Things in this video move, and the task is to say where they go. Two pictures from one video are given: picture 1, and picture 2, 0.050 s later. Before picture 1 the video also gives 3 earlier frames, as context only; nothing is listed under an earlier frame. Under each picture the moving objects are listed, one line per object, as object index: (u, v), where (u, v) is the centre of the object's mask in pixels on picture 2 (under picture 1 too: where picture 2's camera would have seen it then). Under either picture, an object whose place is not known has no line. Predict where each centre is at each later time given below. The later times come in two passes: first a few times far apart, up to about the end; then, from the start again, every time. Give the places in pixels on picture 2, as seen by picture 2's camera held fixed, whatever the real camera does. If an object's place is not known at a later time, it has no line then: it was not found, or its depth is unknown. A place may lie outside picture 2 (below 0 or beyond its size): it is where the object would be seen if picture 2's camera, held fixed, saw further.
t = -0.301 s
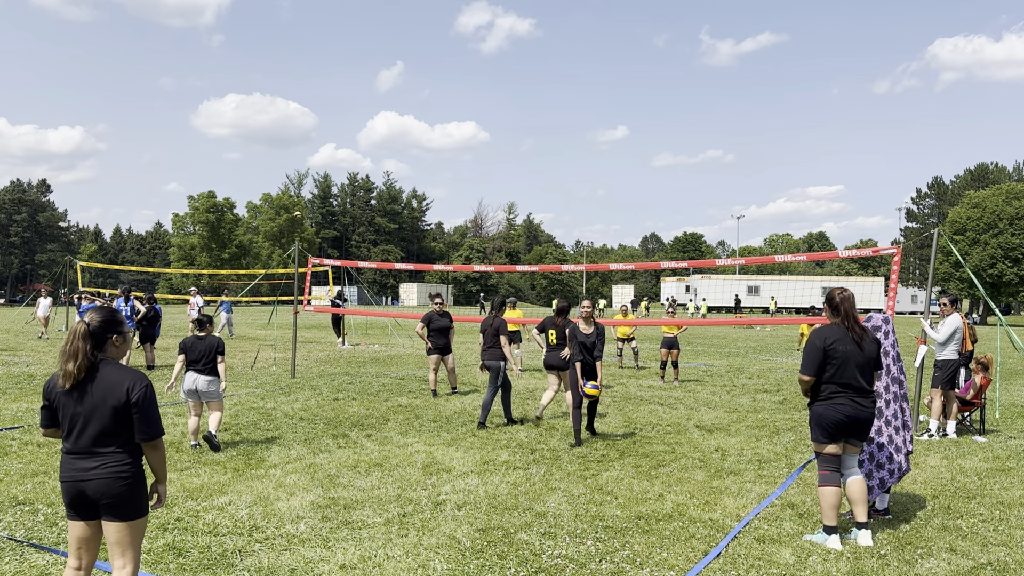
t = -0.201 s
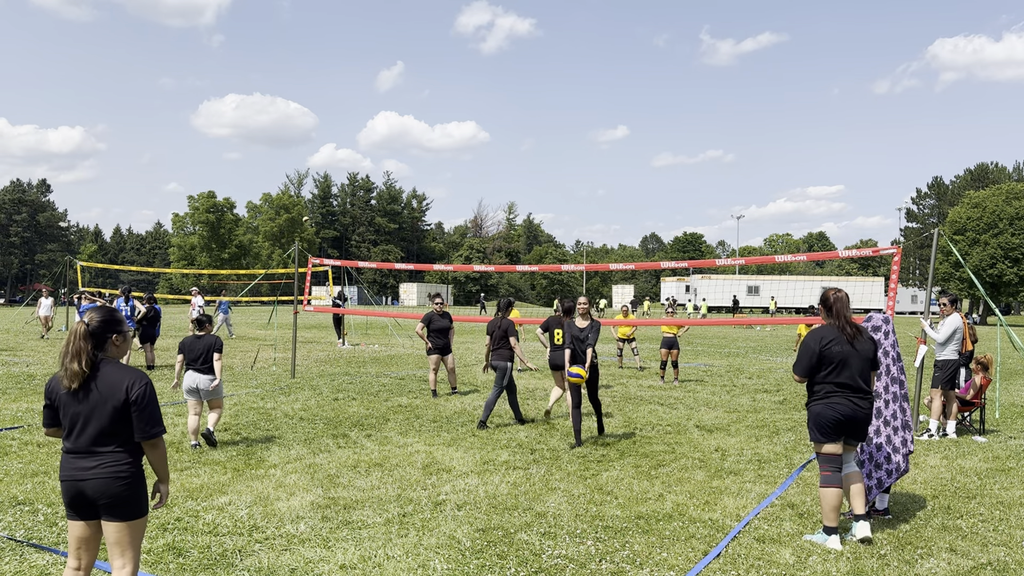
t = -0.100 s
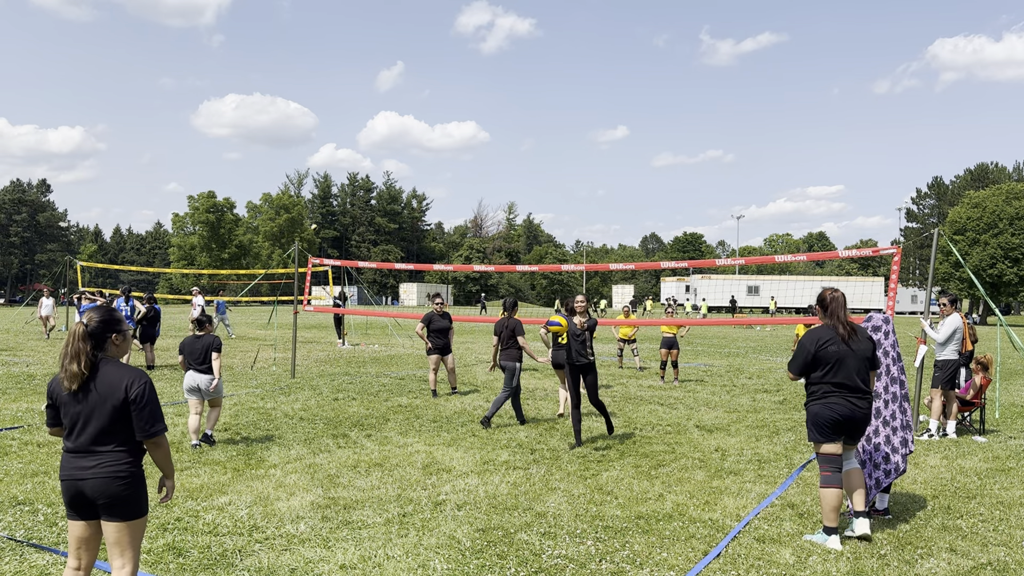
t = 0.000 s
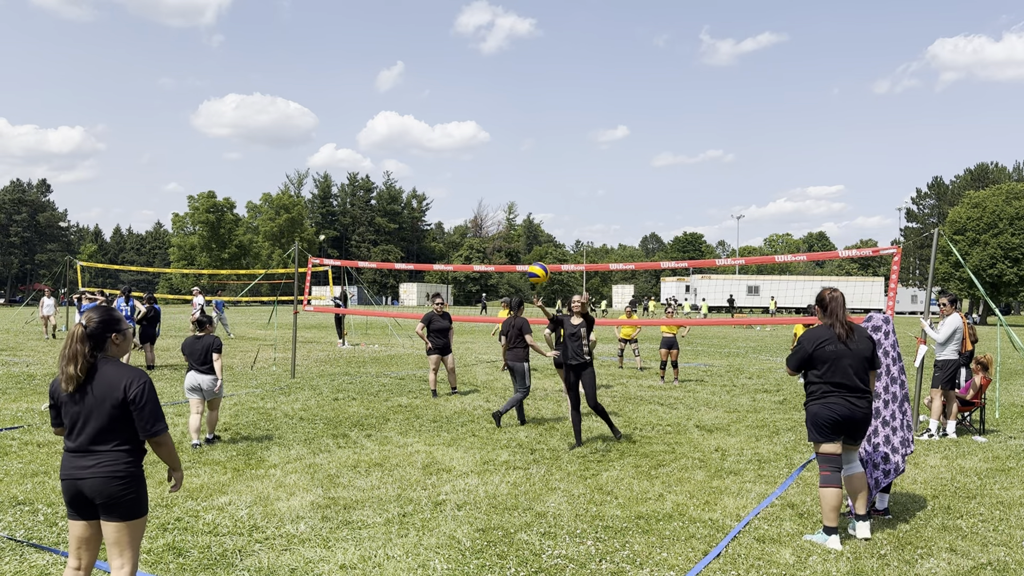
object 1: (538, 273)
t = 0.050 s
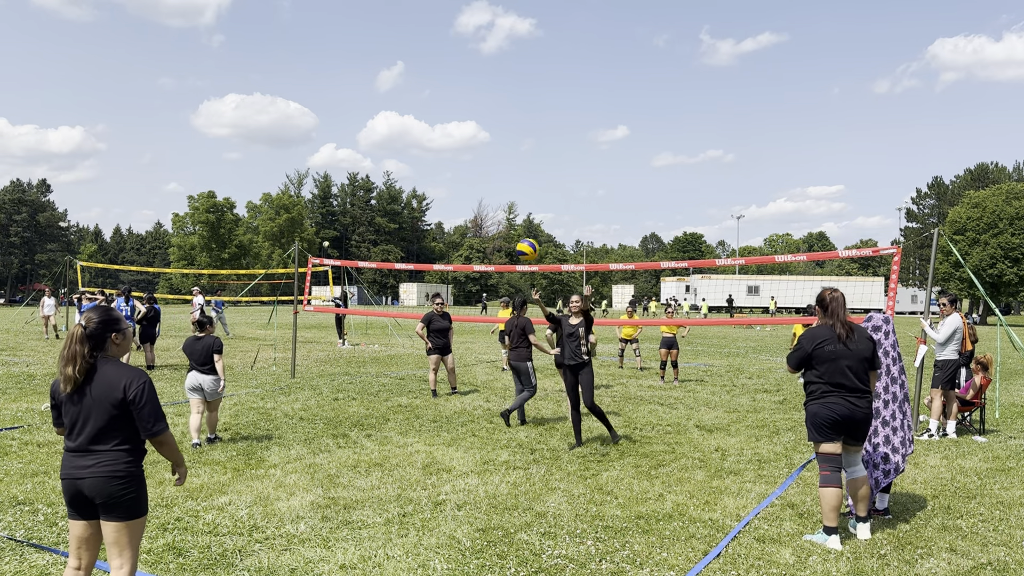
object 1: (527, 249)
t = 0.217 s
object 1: (487, 184)
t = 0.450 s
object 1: (417, 136)
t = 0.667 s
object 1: (333, 151)
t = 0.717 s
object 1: (310, 165)
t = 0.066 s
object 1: (524, 242)
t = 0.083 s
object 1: (520, 235)
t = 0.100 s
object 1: (516, 227)
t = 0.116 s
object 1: (512, 221)
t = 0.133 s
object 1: (508, 214)
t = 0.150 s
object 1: (504, 208)
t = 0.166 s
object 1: (500, 202)
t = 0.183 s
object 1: (496, 196)
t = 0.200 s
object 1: (491, 190)
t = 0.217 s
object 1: (487, 184)
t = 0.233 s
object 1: (483, 179)
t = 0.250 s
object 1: (478, 174)
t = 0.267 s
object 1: (474, 170)
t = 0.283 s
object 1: (469, 165)
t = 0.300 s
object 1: (464, 161)
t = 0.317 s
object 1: (459, 157)
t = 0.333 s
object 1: (454, 153)
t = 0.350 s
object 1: (449, 150)
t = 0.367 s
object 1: (444, 147)
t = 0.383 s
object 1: (439, 144)
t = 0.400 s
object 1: (434, 141)
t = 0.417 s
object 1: (429, 139)
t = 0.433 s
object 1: (423, 137)
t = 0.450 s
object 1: (417, 136)
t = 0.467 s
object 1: (412, 134)
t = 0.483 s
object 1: (406, 133)
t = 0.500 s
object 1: (400, 133)
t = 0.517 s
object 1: (394, 133)
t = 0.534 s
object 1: (388, 133)
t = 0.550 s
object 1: (381, 133)
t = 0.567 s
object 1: (375, 135)
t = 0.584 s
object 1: (368, 136)
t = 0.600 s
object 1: (362, 138)
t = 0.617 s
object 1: (355, 141)
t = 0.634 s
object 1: (348, 143)
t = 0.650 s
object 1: (341, 147)
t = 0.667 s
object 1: (333, 151)
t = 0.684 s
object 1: (326, 155)
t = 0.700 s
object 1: (318, 160)
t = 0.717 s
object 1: (310, 165)
